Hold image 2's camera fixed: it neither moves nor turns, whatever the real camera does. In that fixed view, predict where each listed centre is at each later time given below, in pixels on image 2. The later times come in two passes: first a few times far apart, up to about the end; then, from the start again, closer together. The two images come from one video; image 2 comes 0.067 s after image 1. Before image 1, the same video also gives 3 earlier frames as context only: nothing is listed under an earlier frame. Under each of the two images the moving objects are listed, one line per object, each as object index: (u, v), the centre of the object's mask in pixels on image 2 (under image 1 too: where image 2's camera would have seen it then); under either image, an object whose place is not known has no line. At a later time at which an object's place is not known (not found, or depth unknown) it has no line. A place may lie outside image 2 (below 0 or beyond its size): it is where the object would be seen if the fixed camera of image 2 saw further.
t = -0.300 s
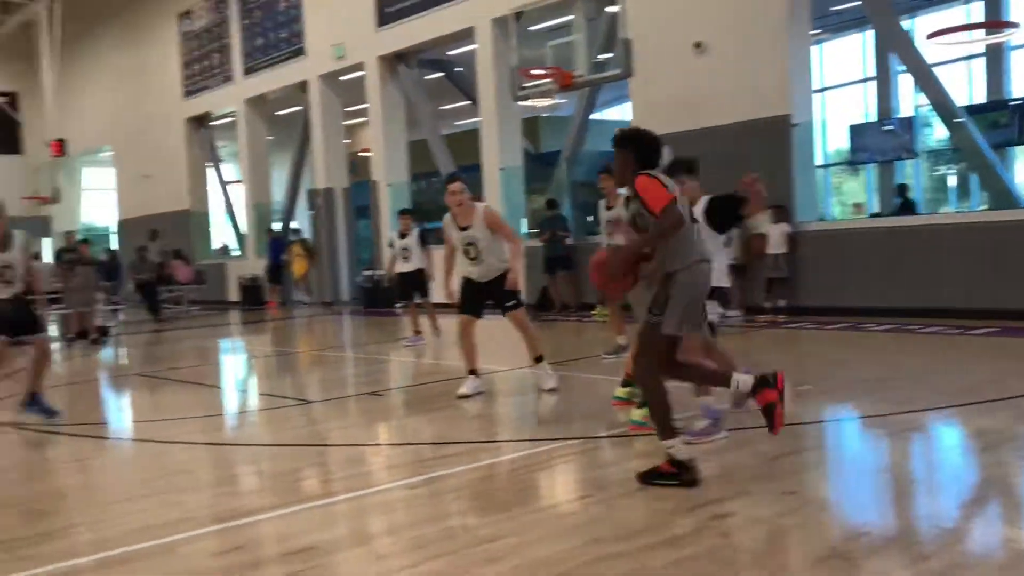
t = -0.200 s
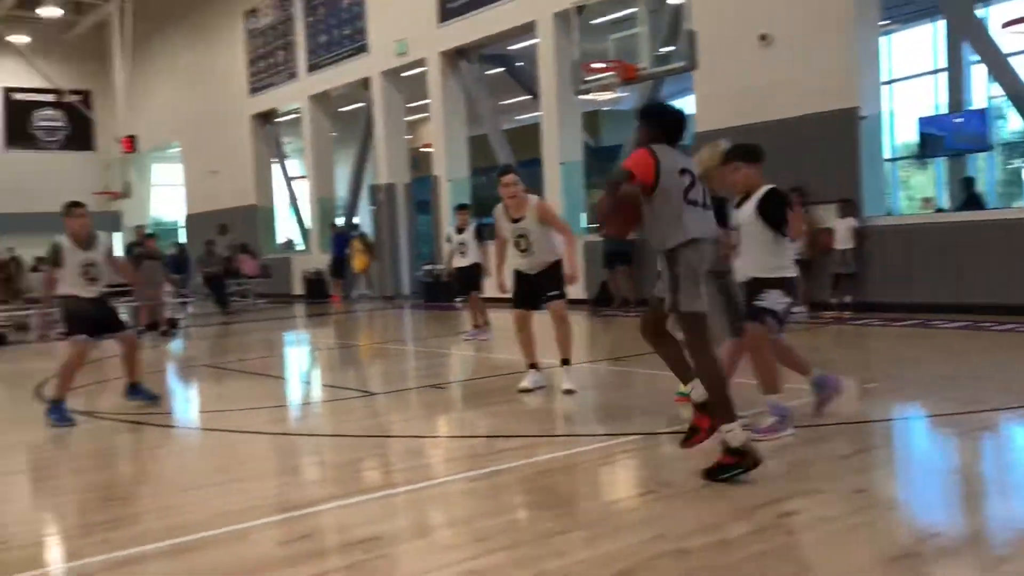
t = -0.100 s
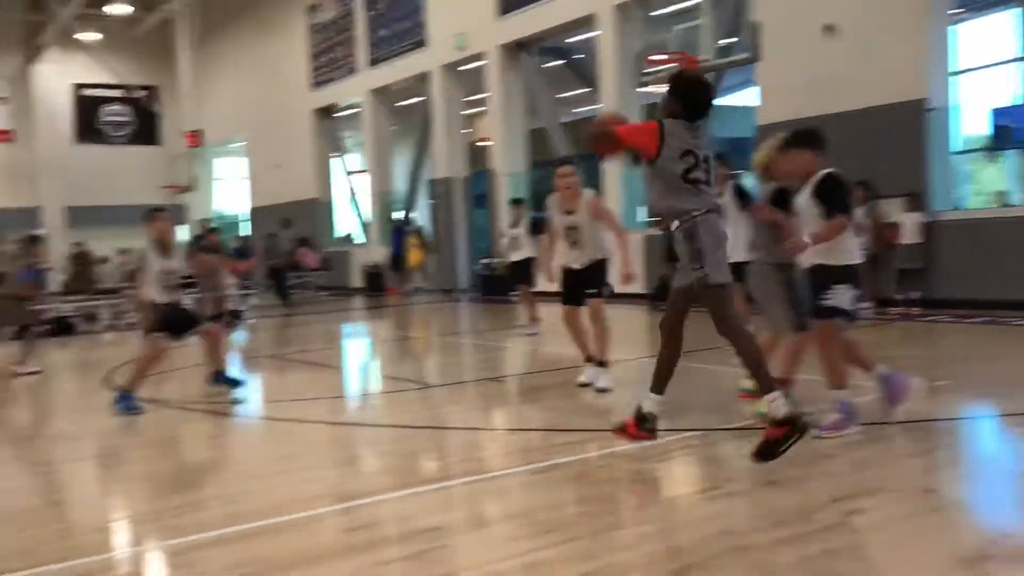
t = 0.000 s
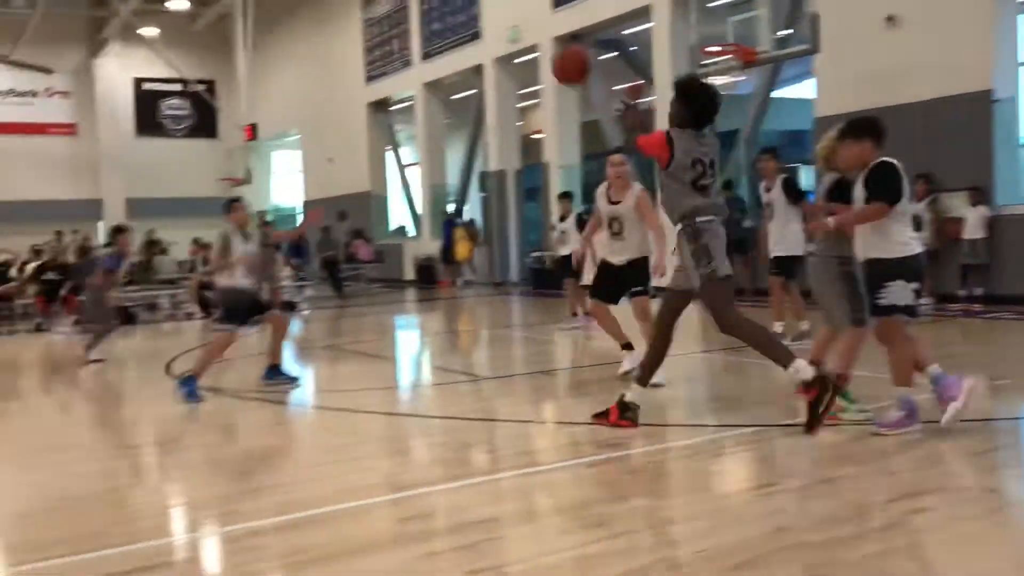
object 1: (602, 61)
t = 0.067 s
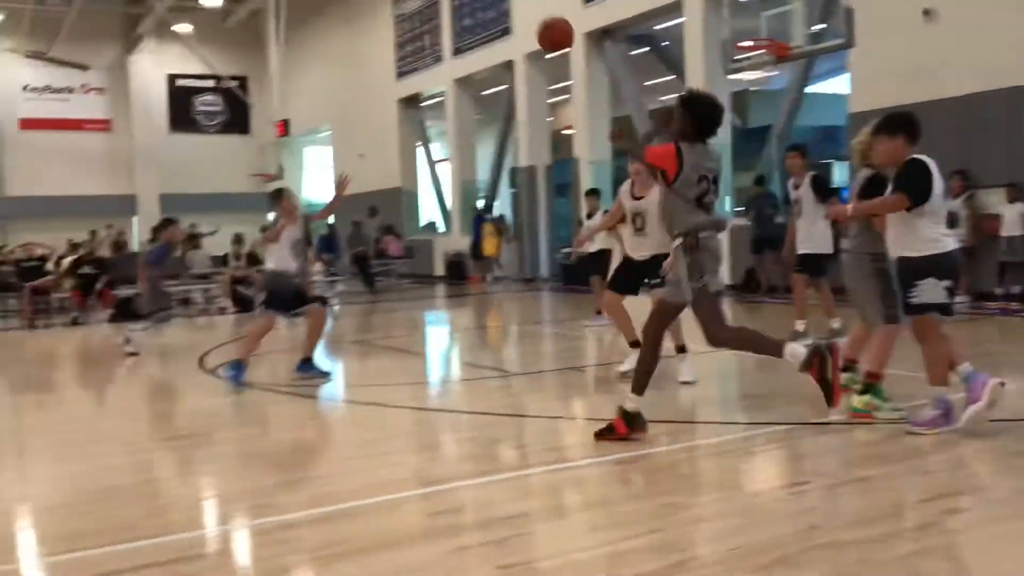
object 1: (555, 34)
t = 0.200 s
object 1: (488, 14)
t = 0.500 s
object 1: (391, 38)
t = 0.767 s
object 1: (345, 111)
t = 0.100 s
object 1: (535, 26)
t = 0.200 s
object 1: (488, 14)
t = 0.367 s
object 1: (429, 18)
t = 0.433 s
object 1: (408, 26)
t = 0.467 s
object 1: (399, 31)
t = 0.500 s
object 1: (391, 38)
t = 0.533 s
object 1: (385, 45)
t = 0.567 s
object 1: (378, 53)
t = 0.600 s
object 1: (371, 61)
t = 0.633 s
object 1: (365, 71)
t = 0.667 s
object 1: (360, 80)
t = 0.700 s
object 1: (354, 90)
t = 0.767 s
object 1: (345, 111)
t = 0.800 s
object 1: (341, 122)
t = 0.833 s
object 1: (336, 134)
